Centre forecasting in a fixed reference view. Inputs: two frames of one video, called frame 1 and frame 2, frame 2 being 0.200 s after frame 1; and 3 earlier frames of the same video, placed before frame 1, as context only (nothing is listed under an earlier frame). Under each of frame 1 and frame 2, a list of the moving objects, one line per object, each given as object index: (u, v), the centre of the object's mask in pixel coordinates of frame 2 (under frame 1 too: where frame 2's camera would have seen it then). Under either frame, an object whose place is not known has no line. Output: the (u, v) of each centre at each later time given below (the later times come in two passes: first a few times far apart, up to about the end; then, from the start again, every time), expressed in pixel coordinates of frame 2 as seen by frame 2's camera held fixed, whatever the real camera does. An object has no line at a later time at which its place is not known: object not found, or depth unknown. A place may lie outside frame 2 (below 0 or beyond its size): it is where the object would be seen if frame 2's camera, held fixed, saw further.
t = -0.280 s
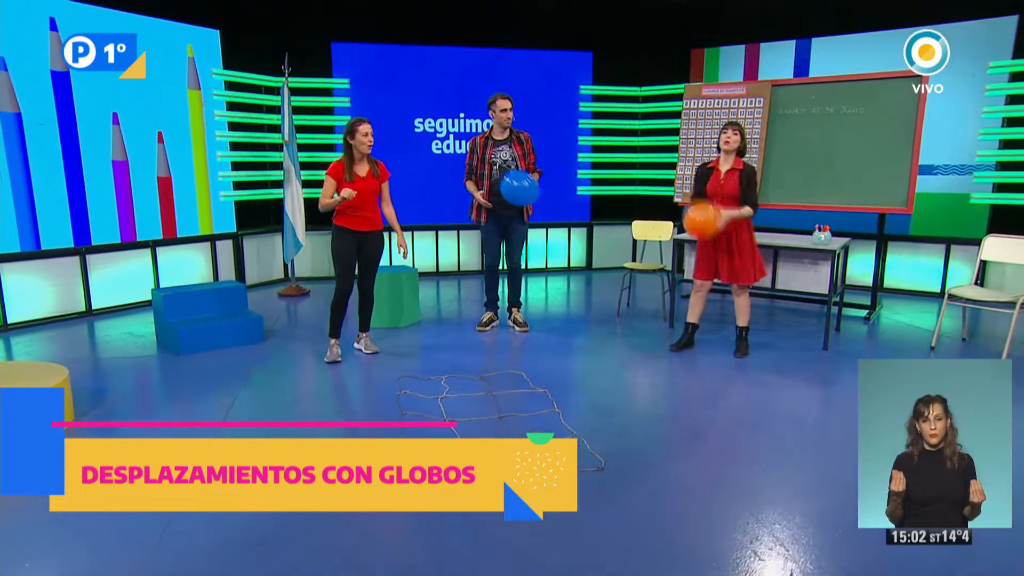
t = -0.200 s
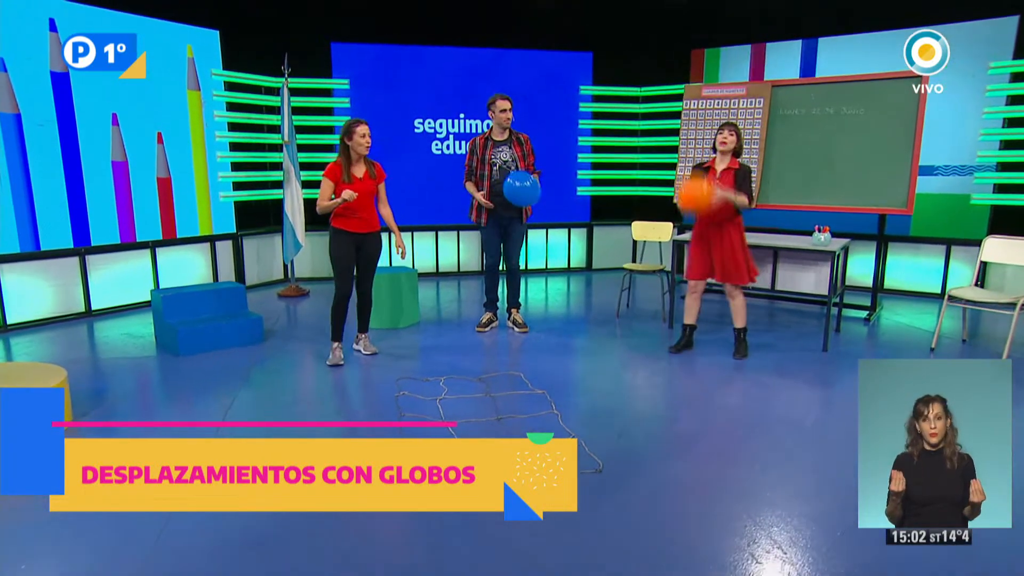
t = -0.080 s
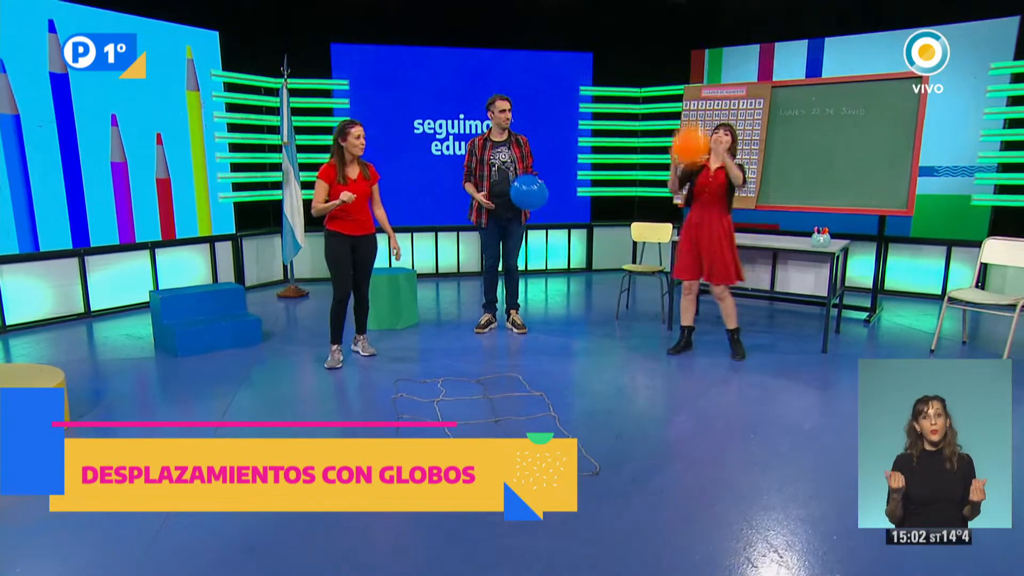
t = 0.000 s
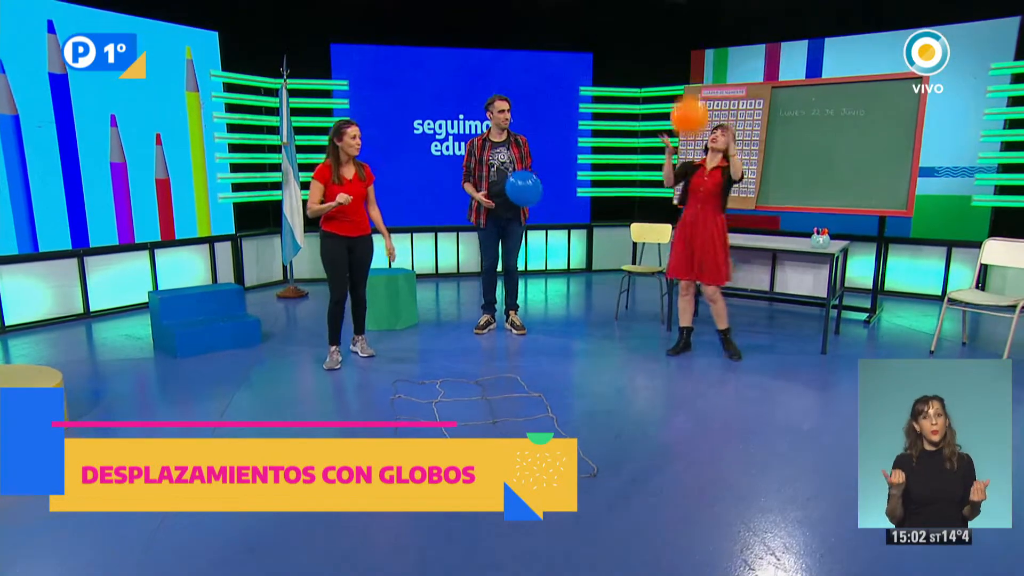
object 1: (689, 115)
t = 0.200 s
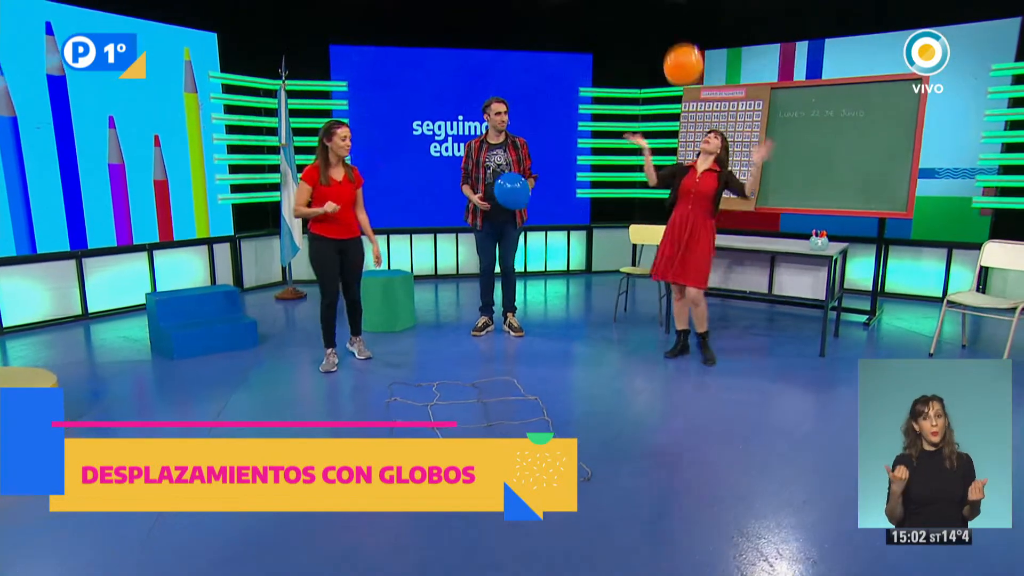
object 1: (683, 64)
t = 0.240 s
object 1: (682, 58)
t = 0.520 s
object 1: (678, 24)
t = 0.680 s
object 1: (677, 18)
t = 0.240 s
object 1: (682, 58)
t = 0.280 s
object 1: (681, 51)
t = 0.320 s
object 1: (680, 45)
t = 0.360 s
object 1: (680, 40)
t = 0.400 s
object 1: (679, 35)
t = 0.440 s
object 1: (679, 31)
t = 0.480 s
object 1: (678, 28)
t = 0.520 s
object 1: (678, 24)
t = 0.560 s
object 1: (678, 22)
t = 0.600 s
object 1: (677, 20)
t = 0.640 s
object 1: (677, 19)
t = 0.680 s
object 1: (677, 18)
